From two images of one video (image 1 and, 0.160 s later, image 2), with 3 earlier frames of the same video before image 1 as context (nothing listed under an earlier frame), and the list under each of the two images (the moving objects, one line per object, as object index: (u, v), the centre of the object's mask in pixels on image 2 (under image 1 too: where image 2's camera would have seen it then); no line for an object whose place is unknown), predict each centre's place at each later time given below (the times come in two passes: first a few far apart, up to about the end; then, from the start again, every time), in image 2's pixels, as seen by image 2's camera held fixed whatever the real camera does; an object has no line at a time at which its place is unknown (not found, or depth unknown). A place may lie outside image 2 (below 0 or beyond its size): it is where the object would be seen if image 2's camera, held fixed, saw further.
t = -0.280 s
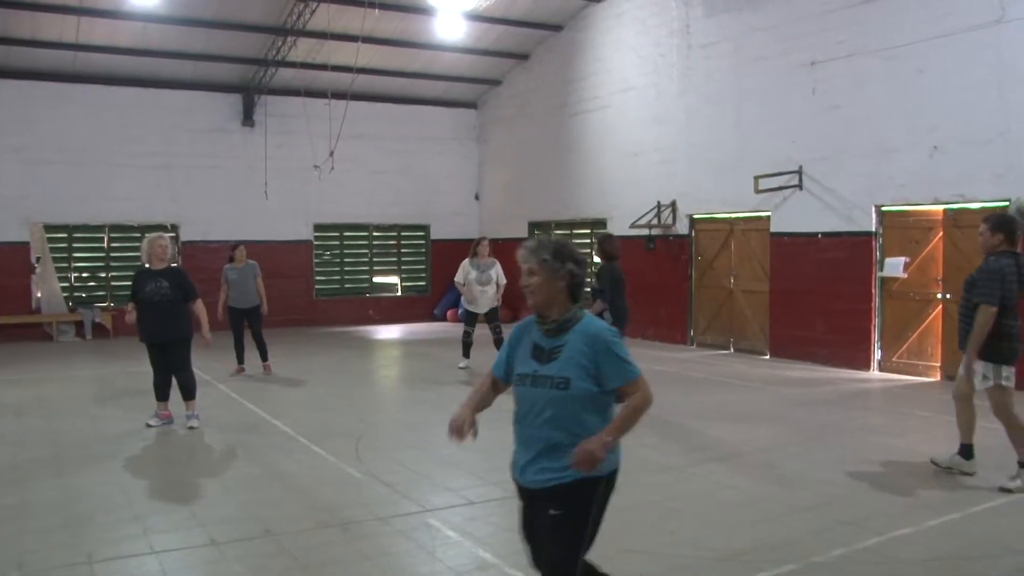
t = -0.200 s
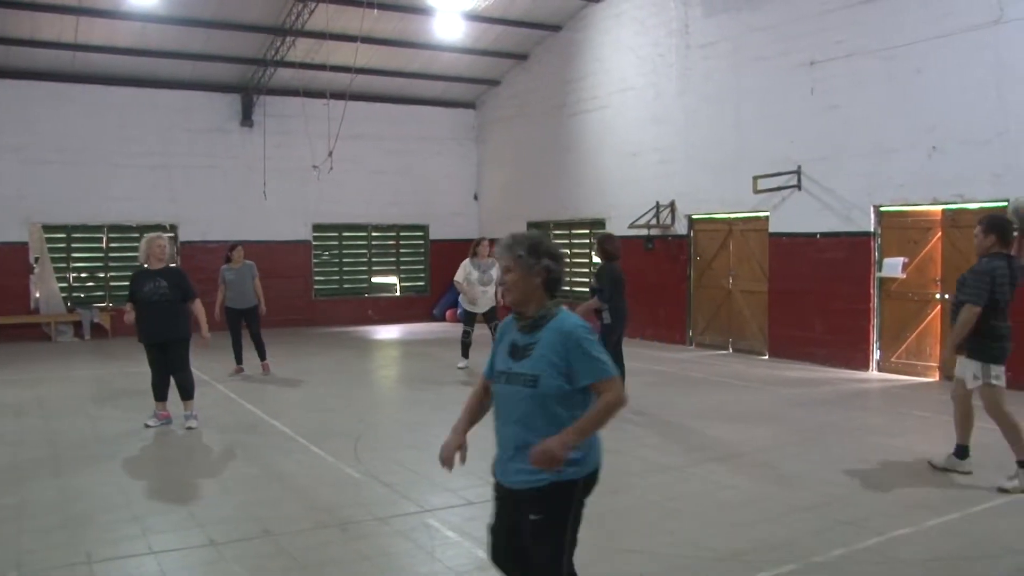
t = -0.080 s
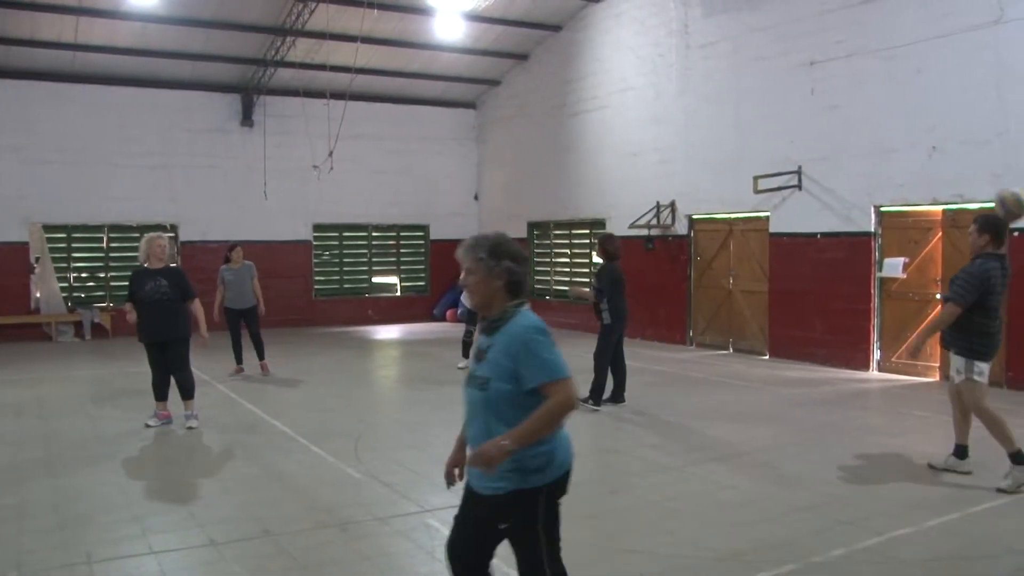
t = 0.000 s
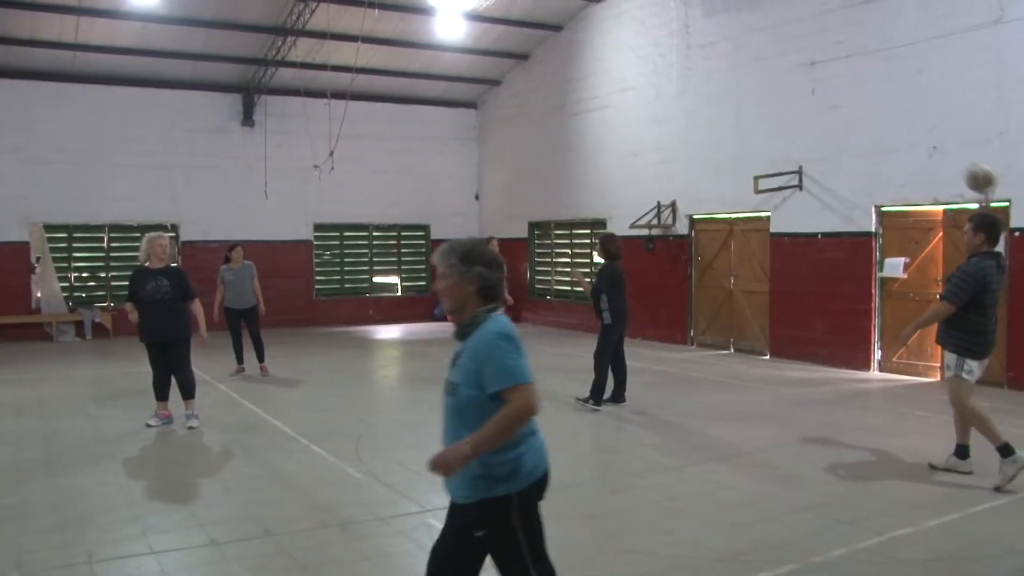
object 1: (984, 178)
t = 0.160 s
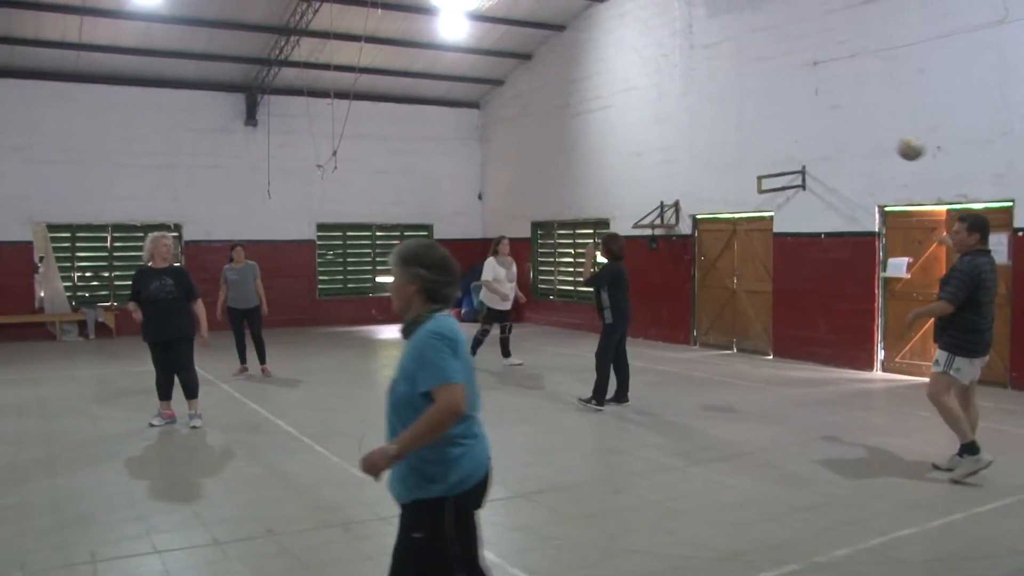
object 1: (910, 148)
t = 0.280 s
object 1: (867, 149)
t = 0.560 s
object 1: (787, 206)
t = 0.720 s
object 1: (754, 258)
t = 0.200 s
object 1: (895, 146)
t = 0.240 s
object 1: (880, 147)
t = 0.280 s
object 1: (867, 149)
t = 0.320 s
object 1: (853, 153)
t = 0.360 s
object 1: (841, 158)
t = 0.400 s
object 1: (829, 165)
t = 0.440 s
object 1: (818, 173)
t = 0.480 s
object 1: (807, 183)
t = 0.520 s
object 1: (797, 193)
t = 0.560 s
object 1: (787, 206)
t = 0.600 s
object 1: (780, 215)
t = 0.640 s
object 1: (770, 229)
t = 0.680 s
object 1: (763, 243)
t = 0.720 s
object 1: (754, 258)
